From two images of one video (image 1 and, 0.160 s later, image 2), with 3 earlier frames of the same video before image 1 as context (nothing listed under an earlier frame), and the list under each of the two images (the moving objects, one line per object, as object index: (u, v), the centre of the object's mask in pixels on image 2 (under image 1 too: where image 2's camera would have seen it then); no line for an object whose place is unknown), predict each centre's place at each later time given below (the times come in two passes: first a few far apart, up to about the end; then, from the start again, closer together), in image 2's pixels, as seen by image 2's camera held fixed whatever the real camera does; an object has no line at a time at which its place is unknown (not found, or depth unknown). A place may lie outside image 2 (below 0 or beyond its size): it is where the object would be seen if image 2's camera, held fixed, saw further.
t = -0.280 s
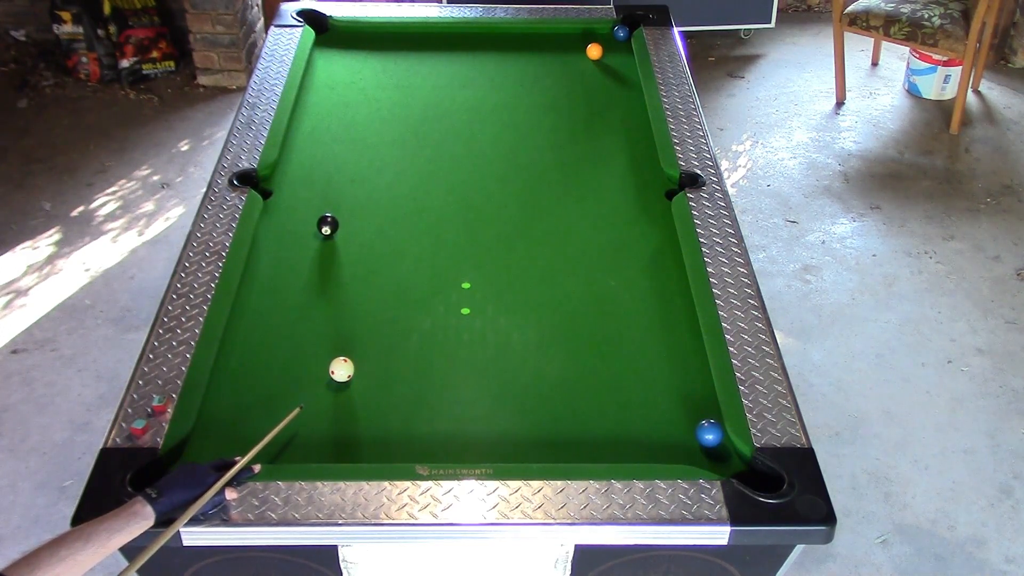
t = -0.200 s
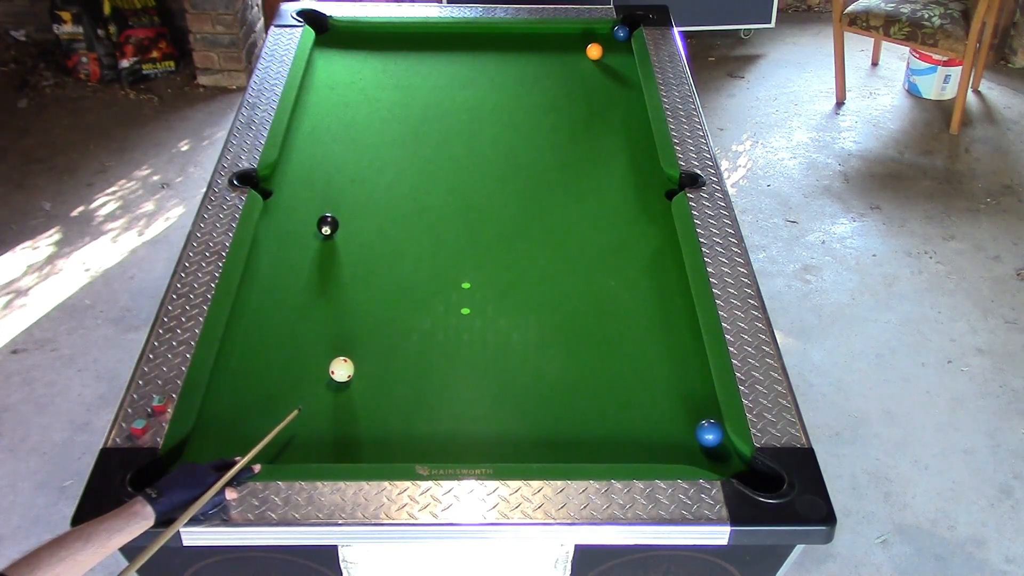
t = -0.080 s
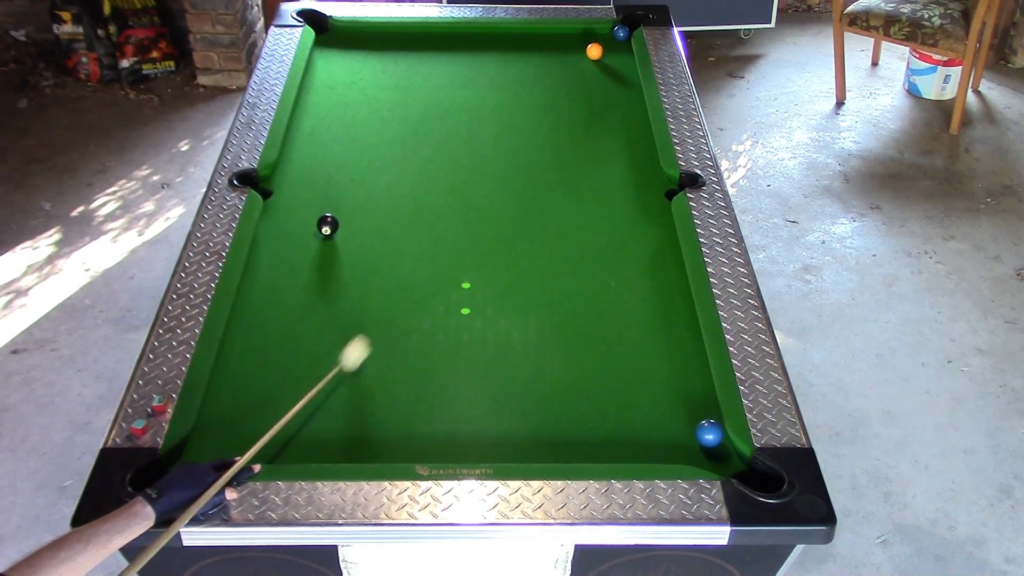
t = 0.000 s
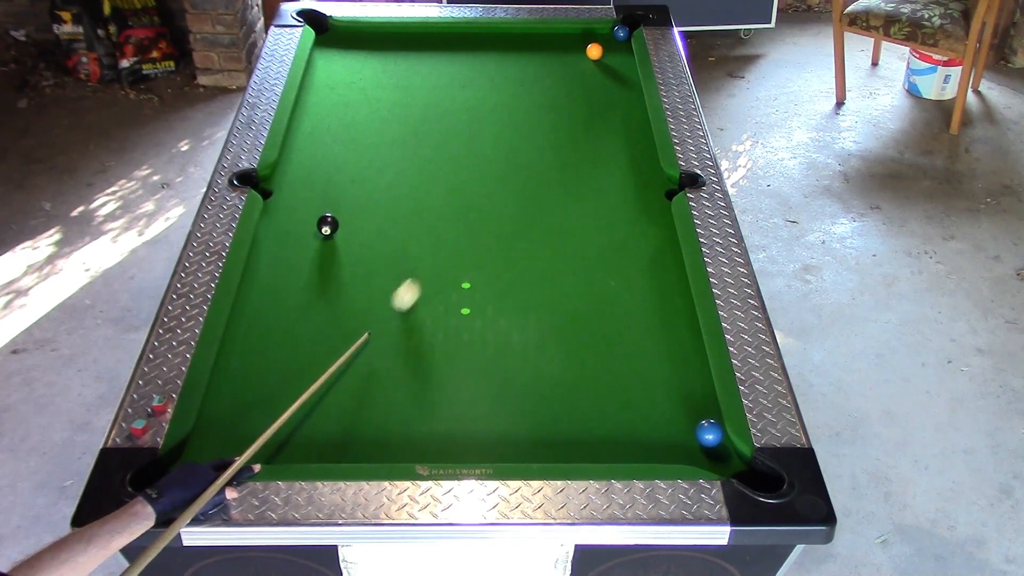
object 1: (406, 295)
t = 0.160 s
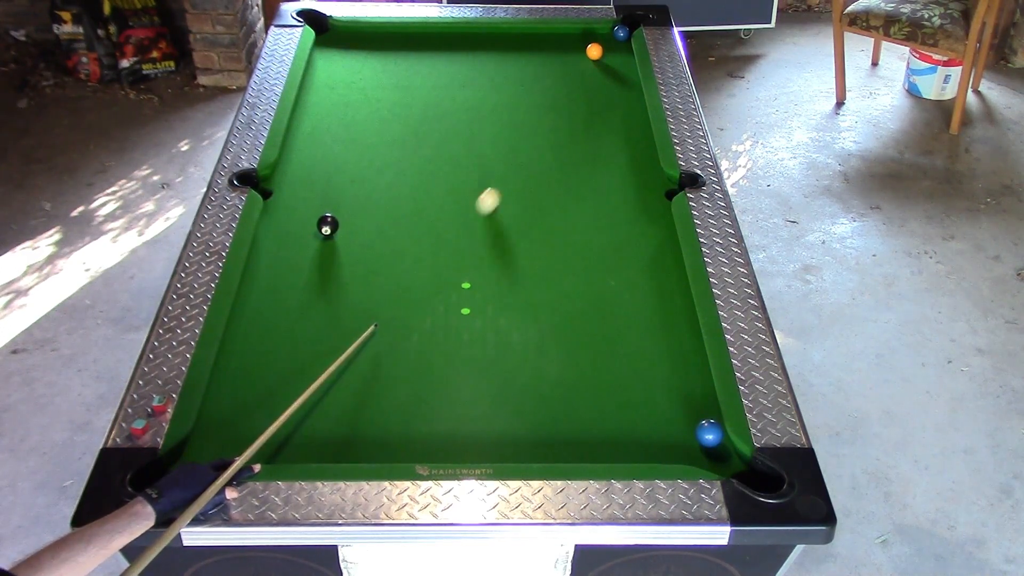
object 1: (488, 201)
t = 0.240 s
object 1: (522, 162)
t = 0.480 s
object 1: (605, 68)
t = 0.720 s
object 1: (572, 34)
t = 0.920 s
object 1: (522, 37)
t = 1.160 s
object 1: (464, 47)
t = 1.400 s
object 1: (406, 58)
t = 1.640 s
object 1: (348, 68)
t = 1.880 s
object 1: (324, 79)
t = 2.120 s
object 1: (355, 92)
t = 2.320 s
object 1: (381, 101)
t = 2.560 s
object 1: (411, 113)
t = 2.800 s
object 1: (439, 124)
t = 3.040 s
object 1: (466, 135)
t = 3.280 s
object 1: (492, 145)
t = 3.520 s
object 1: (516, 155)
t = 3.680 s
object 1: (532, 160)
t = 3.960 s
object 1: (556, 170)
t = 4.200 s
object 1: (575, 177)
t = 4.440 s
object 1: (592, 183)
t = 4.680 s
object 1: (606, 189)
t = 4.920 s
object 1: (618, 193)
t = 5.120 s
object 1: (627, 196)
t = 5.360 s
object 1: (635, 199)
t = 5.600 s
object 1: (640, 201)
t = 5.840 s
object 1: (643, 202)
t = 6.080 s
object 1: (643, 202)
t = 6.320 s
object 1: (643, 202)
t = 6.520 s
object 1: (643, 202)
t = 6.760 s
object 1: (643, 202)
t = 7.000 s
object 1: (643, 202)
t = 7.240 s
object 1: (643, 202)
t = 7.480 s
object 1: (643, 202)
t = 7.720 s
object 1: (643, 202)
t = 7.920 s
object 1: (643, 202)
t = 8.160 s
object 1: (643, 202)
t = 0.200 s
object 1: (506, 181)
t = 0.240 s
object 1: (522, 162)
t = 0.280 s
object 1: (538, 144)
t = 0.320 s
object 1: (553, 127)
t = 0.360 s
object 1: (567, 111)
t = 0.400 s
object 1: (580, 96)
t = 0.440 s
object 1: (593, 81)
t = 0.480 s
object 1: (605, 68)
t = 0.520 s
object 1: (616, 54)
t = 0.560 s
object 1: (622, 42)
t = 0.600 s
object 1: (608, 39)
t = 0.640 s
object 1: (595, 37)
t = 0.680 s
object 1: (582, 36)
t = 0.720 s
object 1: (572, 34)
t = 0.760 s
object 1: (562, 32)
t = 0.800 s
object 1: (552, 32)
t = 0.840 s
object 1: (542, 33)
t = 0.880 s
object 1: (532, 35)
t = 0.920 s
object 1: (522, 37)
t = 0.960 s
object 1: (513, 39)
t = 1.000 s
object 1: (503, 40)
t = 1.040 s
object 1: (493, 42)
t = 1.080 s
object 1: (484, 44)
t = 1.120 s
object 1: (474, 46)
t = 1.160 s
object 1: (464, 47)
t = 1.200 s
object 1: (455, 49)
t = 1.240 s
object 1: (445, 51)
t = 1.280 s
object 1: (435, 52)
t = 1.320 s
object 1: (425, 54)
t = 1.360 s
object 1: (416, 56)
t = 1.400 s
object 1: (406, 58)
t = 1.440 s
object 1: (396, 59)
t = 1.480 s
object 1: (386, 61)
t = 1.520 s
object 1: (377, 63)
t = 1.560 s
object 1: (367, 65)
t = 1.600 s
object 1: (357, 66)
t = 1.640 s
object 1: (348, 68)
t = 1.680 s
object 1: (338, 70)
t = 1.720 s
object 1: (328, 72)
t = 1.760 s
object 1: (319, 73)
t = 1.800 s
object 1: (313, 75)
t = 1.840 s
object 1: (319, 77)
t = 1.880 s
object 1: (324, 79)
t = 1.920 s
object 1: (329, 82)
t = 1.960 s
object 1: (335, 84)
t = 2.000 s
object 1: (340, 85)
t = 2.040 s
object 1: (345, 88)
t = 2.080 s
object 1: (350, 89)
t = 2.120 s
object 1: (355, 92)
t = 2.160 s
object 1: (361, 94)
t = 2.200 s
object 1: (366, 96)
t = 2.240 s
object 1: (371, 97)
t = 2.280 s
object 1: (376, 99)
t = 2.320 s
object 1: (381, 101)
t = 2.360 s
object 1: (386, 103)
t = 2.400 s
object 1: (391, 105)
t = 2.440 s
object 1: (396, 107)
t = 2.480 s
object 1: (401, 109)
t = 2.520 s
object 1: (406, 111)
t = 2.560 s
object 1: (411, 113)
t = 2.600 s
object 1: (416, 115)
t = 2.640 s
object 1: (420, 117)
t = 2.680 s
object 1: (425, 119)
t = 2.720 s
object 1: (430, 121)
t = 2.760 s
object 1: (435, 123)
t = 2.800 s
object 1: (439, 124)
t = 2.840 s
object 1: (444, 126)
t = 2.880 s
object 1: (448, 128)
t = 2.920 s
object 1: (453, 130)
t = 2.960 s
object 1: (458, 132)
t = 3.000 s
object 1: (462, 133)
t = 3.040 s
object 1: (466, 135)
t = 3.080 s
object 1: (471, 137)
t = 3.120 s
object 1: (475, 138)
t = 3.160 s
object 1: (480, 140)
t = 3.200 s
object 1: (484, 141)
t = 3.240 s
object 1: (488, 143)
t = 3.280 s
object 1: (492, 145)
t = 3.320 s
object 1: (496, 147)
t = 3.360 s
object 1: (501, 148)
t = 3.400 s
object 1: (505, 150)
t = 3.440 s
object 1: (509, 151)
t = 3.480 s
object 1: (513, 153)
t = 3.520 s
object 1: (516, 155)
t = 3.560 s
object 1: (520, 156)
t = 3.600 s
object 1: (524, 157)
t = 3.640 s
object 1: (528, 159)
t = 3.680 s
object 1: (532, 160)
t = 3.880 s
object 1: (549, 167)
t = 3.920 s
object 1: (553, 168)
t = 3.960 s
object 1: (556, 170)
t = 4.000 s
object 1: (559, 171)
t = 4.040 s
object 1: (562, 172)
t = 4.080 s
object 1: (566, 174)
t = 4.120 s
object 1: (569, 175)
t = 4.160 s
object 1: (572, 176)
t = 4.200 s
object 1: (575, 177)
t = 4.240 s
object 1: (578, 178)
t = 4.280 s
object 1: (581, 179)
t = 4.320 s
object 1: (584, 180)
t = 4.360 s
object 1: (586, 181)
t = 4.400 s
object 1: (589, 182)
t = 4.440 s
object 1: (592, 183)
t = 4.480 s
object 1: (595, 184)
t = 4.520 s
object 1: (597, 185)
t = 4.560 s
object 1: (600, 186)
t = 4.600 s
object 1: (602, 187)
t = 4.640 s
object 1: (604, 188)
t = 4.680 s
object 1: (606, 189)
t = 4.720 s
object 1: (609, 190)
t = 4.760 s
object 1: (611, 190)
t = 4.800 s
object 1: (613, 191)
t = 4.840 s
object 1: (615, 192)
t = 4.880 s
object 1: (617, 193)
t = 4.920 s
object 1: (618, 193)
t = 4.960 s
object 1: (620, 194)
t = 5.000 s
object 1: (622, 194)
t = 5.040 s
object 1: (624, 195)
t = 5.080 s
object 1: (626, 196)
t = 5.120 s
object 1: (627, 196)
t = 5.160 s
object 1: (628, 197)
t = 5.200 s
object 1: (630, 197)
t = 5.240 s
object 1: (631, 198)
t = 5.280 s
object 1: (633, 198)
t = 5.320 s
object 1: (634, 198)
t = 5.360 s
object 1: (635, 199)
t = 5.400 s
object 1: (636, 199)
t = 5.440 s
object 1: (637, 199)
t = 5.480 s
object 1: (638, 200)
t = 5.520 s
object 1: (639, 200)
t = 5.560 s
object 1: (639, 200)
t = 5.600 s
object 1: (640, 201)
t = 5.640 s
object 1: (641, 201)
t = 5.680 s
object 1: (642, 201)
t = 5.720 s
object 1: (642, 201)
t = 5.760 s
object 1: (642, 201)
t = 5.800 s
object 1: (643, 202)
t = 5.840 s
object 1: (643, 202)
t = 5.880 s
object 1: (643, 202)
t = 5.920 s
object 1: (643, 202)
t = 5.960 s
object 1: (643, 202)
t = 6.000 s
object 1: (643, 202)
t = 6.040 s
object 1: (643, 202)
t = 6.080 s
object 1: (643, 202)
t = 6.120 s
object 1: (643, 202)
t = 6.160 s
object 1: (643, 202)
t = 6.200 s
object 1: (643, 202)
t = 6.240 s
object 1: (643, 202)
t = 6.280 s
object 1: (643, 202)
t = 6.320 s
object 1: (643, 202)
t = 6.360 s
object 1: (643, 202)
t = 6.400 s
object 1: (643, 202)
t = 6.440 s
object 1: (643, 202)
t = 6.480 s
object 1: (643, 202)
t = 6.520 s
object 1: (643, 202)
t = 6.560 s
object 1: (643, 202)
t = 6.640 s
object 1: (643, 202)
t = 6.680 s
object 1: (643, 202)
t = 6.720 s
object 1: (643, 202)
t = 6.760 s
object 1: (643, 202)
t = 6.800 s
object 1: (643, 202)
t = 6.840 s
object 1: (643, 202)
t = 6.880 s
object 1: (643, 202)
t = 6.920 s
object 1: (643, 202)
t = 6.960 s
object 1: (643, 202)
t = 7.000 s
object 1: (643, 202)
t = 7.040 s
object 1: (643, 202)
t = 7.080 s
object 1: (643, 202)
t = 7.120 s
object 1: (643, 202)
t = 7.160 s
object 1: (643, 202)
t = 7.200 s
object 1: (643, 202)
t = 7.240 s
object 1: (643, 202)
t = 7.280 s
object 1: (643, 202)
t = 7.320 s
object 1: (643, 202)
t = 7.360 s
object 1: (643, 202)
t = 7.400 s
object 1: (643, 202)
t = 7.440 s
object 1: (643, 202)
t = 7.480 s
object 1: (643, 202)
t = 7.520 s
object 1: (643, 202)
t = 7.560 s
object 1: (643, 202)
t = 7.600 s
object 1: (643, 202)
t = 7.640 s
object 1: (643, 202)
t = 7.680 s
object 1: (643, 202)
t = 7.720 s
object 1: (643, 202)
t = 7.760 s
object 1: (643, 202)
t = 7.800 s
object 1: (643, 202)
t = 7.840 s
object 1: (643, 202)
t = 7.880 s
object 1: (643, 202)
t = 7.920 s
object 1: (643, 202)
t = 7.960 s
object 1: (643, 202)
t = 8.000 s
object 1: (643, 202)
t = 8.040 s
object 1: (643, 202)
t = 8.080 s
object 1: (643, 202)
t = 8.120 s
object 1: (643, 202)
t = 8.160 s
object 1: (643, 202)
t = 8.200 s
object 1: (643, 202)
